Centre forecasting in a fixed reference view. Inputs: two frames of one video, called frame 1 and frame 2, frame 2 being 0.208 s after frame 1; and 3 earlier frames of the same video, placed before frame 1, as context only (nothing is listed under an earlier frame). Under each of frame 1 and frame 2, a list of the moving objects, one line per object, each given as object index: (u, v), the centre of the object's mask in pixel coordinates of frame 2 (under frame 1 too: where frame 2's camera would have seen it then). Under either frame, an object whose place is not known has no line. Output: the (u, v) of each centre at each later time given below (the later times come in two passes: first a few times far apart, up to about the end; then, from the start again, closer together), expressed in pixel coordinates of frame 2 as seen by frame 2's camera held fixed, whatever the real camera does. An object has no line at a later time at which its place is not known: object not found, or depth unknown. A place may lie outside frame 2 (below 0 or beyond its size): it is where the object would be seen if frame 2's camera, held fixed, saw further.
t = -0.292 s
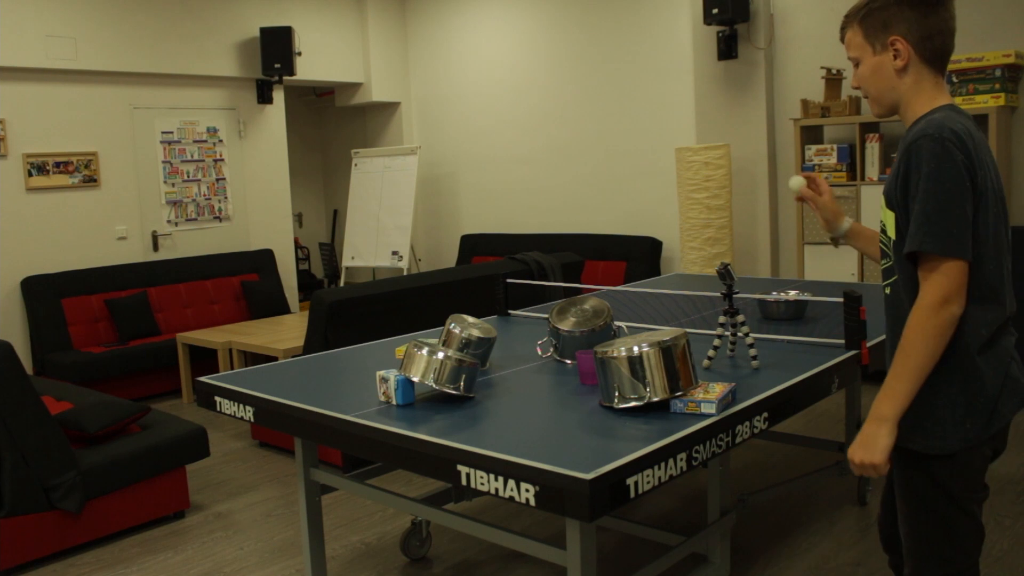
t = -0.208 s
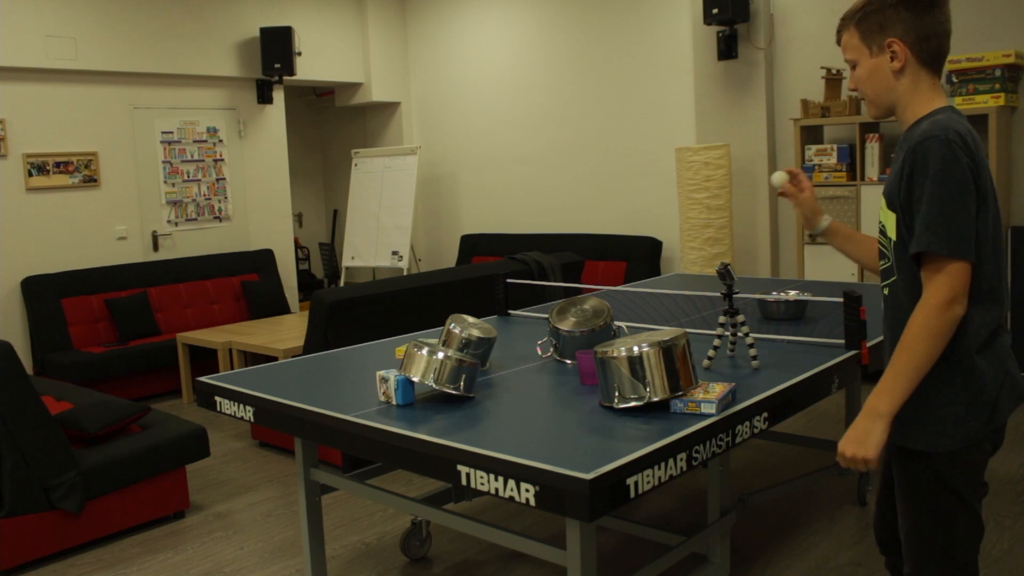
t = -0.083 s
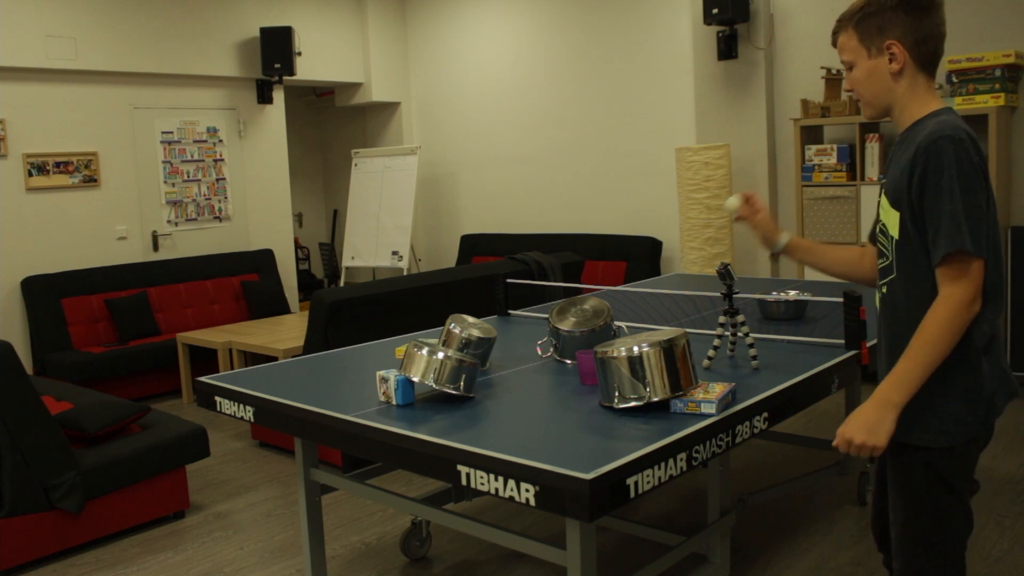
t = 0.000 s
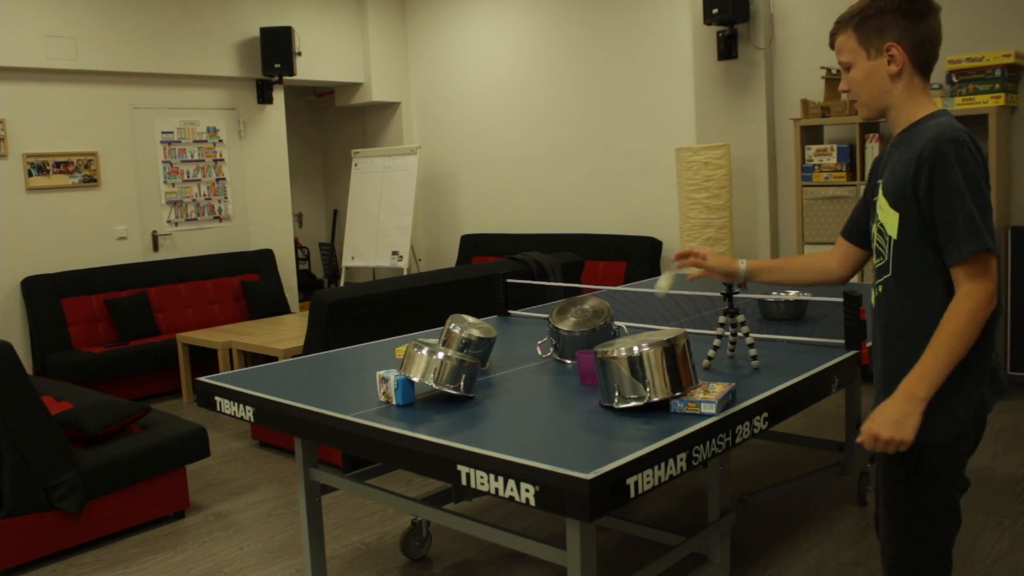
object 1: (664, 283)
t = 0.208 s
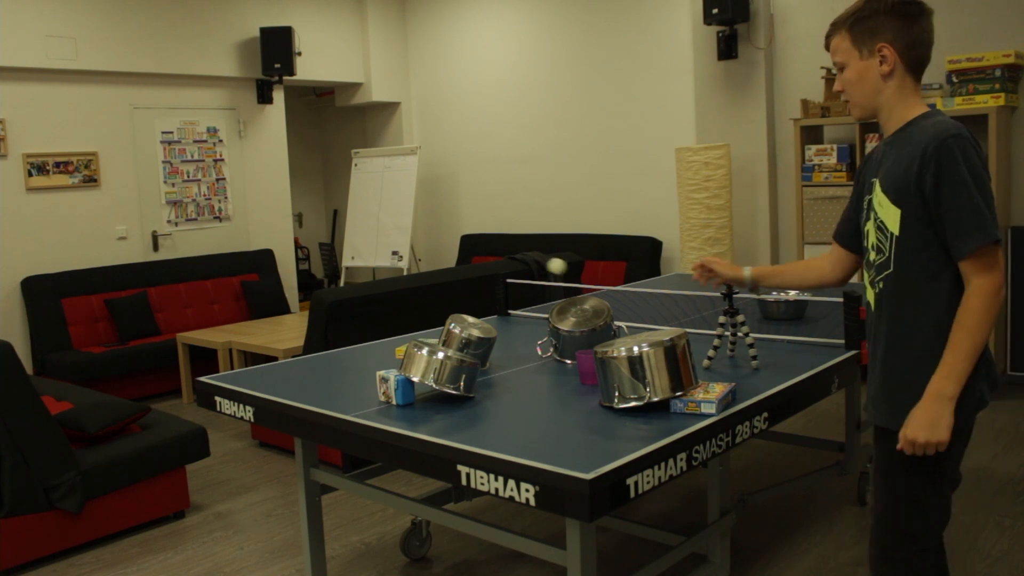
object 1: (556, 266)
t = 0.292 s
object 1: (517, 268)
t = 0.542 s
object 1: (456, 292)
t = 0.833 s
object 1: (477, 294)
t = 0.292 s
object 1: (517, 268)
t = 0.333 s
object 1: (499, 278)
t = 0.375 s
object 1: (483, 294)
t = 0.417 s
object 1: (467, 313)
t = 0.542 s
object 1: (456, 292)
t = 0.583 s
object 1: (458, 276)
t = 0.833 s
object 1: (477, 294)
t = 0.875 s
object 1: (481, 311)
